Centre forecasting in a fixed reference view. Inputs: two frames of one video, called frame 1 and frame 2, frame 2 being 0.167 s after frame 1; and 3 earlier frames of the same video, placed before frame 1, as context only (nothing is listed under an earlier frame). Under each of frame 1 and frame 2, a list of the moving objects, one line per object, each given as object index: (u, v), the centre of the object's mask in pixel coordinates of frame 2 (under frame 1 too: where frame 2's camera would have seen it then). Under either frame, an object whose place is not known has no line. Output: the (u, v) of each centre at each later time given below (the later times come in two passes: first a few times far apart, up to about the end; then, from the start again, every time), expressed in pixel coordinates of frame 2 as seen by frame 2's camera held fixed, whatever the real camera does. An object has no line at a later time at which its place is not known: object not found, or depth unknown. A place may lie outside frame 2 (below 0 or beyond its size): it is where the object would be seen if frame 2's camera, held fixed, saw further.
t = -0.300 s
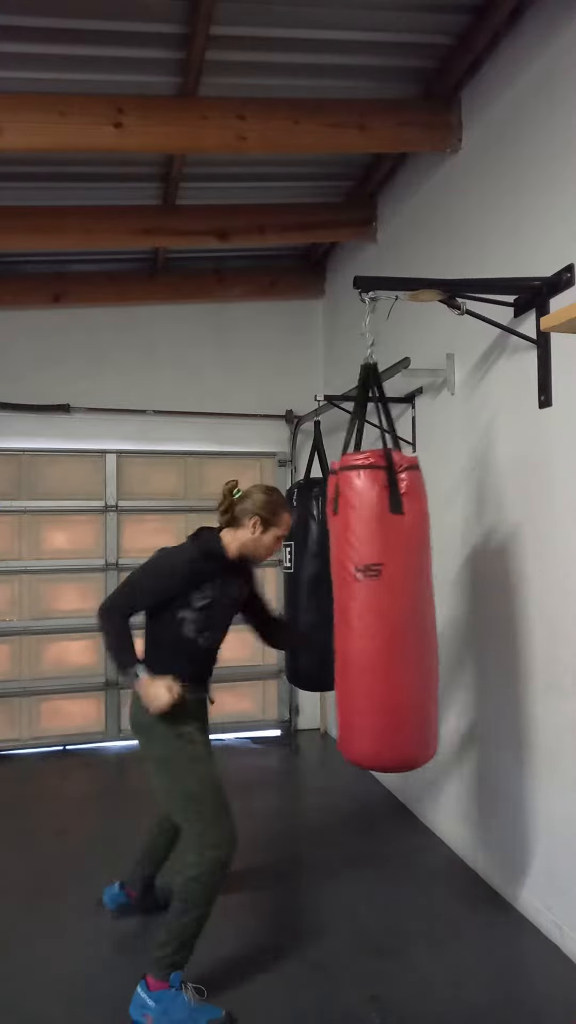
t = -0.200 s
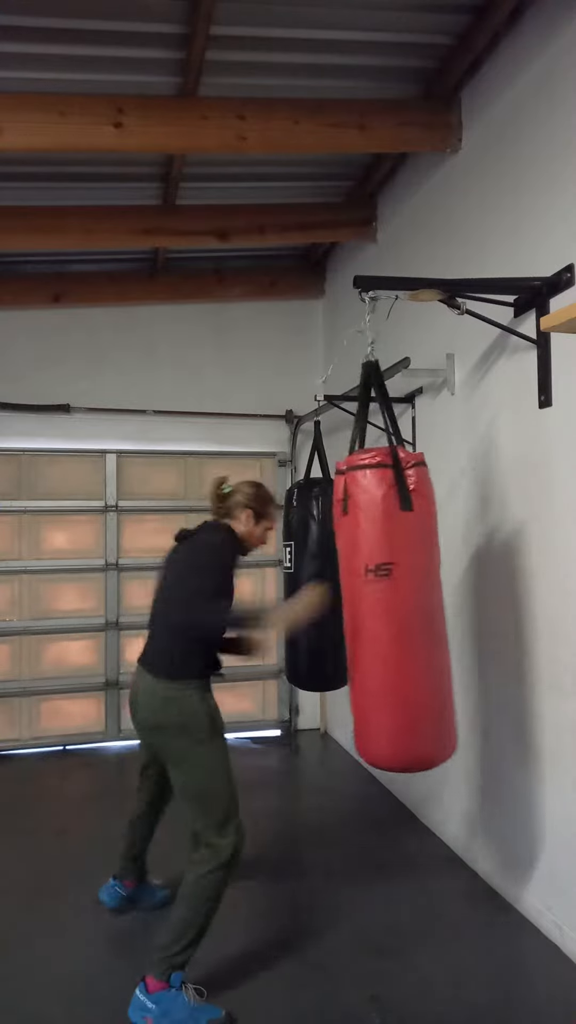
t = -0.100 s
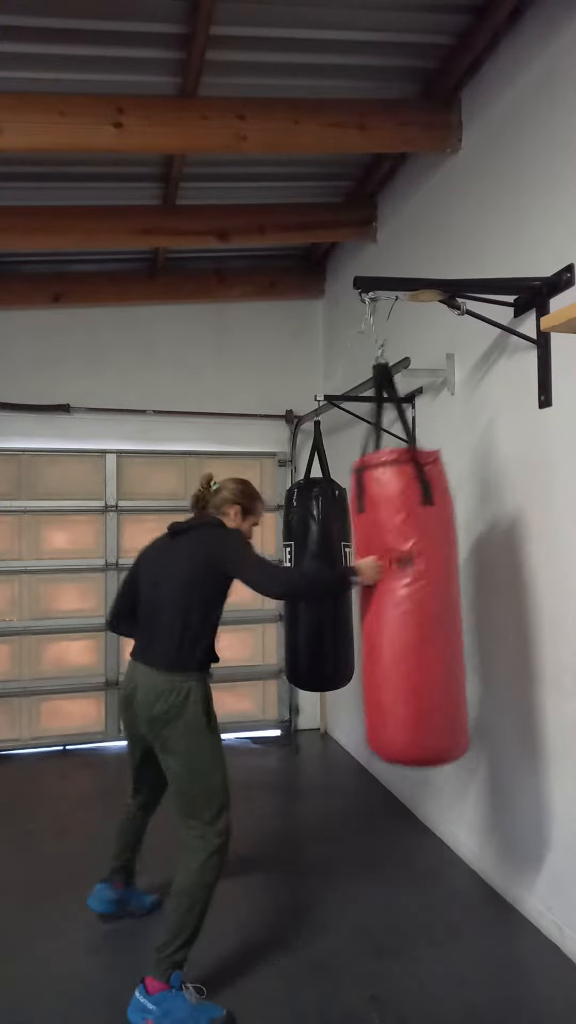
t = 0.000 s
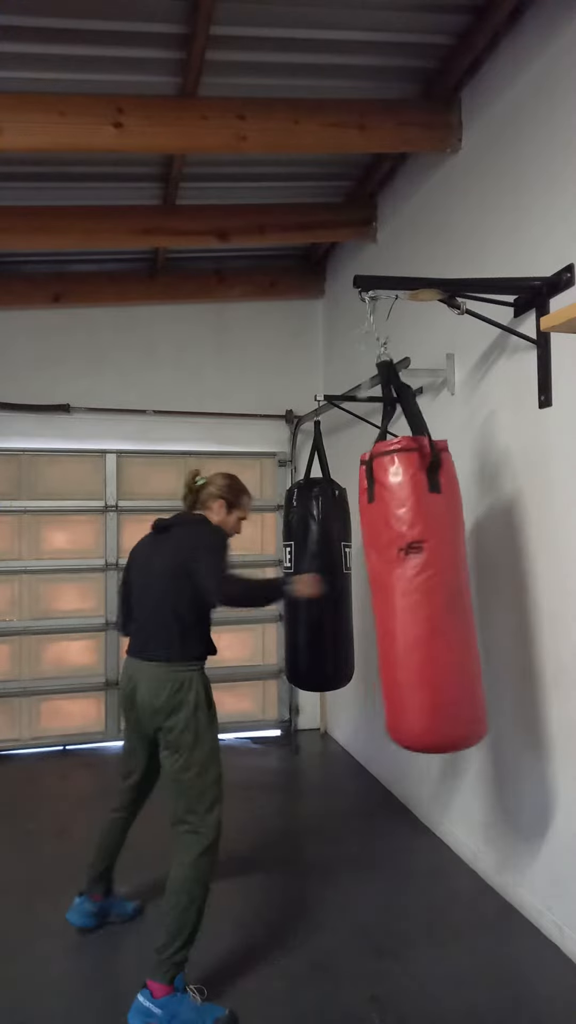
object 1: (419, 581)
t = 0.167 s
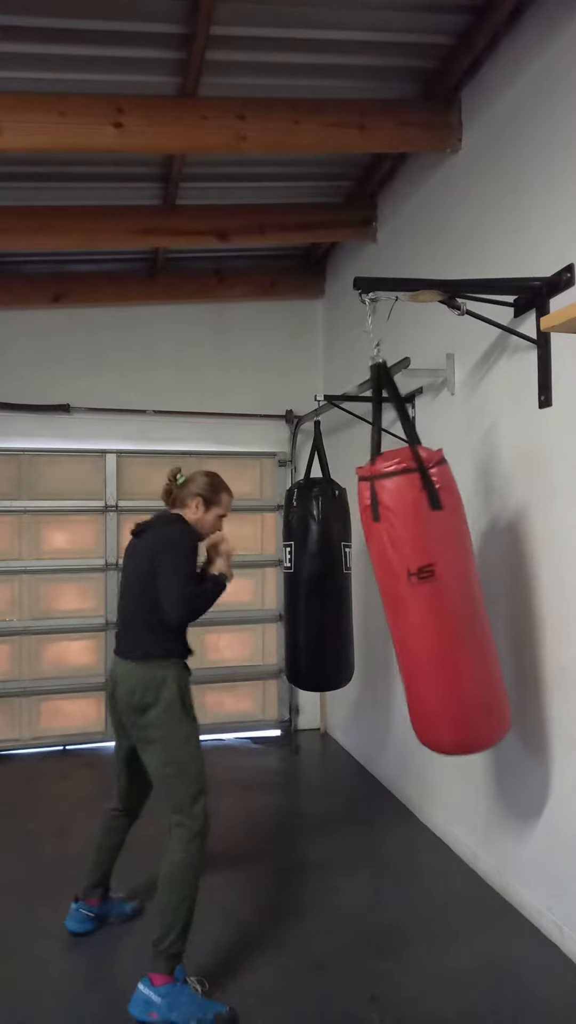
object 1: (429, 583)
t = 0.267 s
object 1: (432, 578)
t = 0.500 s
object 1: (413, 581)
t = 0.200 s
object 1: (430, 580)
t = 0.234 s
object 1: (431, 578)
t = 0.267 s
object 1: (432, 578)
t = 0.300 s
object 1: (432, 579)
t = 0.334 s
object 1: (431, 582)
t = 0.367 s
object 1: (428, 583)
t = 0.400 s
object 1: (423, 581)
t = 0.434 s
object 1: (420, 580)
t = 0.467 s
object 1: (416, 581)
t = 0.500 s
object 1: (413, 581)
